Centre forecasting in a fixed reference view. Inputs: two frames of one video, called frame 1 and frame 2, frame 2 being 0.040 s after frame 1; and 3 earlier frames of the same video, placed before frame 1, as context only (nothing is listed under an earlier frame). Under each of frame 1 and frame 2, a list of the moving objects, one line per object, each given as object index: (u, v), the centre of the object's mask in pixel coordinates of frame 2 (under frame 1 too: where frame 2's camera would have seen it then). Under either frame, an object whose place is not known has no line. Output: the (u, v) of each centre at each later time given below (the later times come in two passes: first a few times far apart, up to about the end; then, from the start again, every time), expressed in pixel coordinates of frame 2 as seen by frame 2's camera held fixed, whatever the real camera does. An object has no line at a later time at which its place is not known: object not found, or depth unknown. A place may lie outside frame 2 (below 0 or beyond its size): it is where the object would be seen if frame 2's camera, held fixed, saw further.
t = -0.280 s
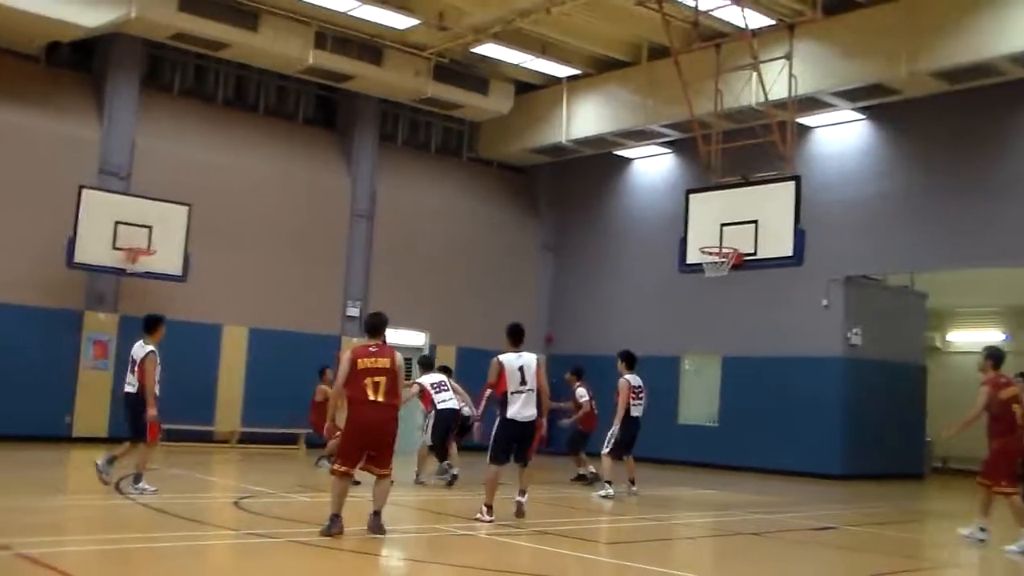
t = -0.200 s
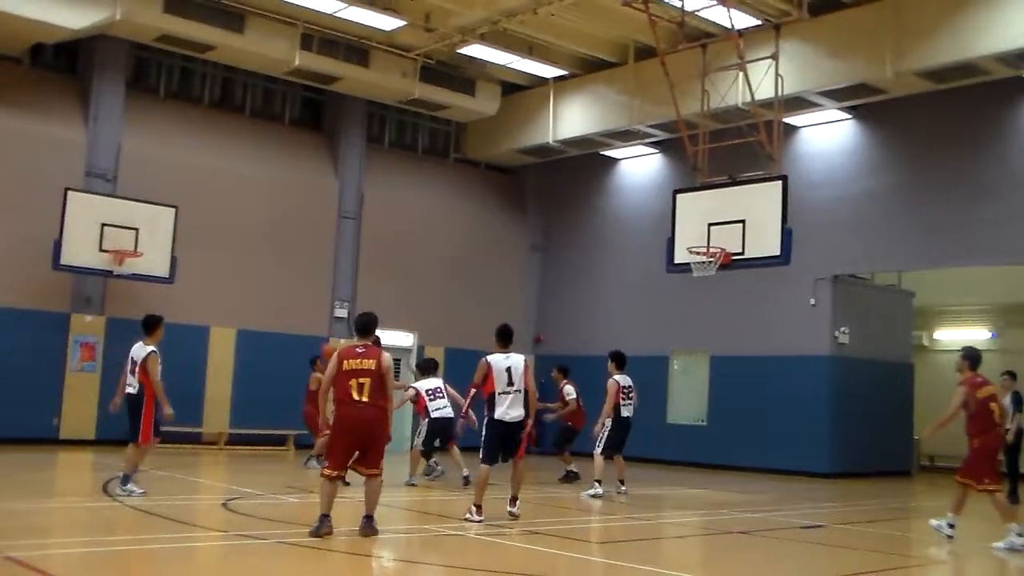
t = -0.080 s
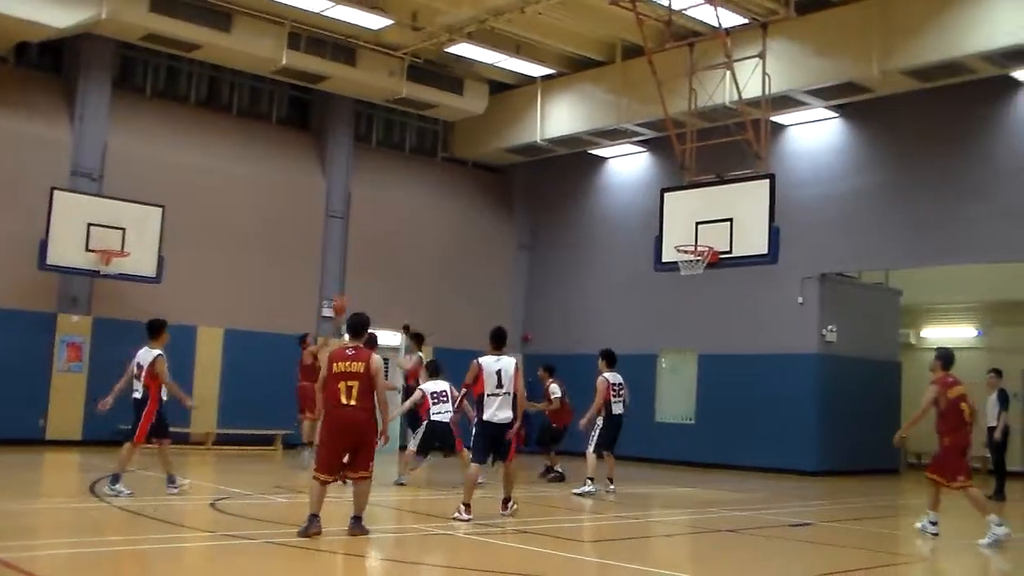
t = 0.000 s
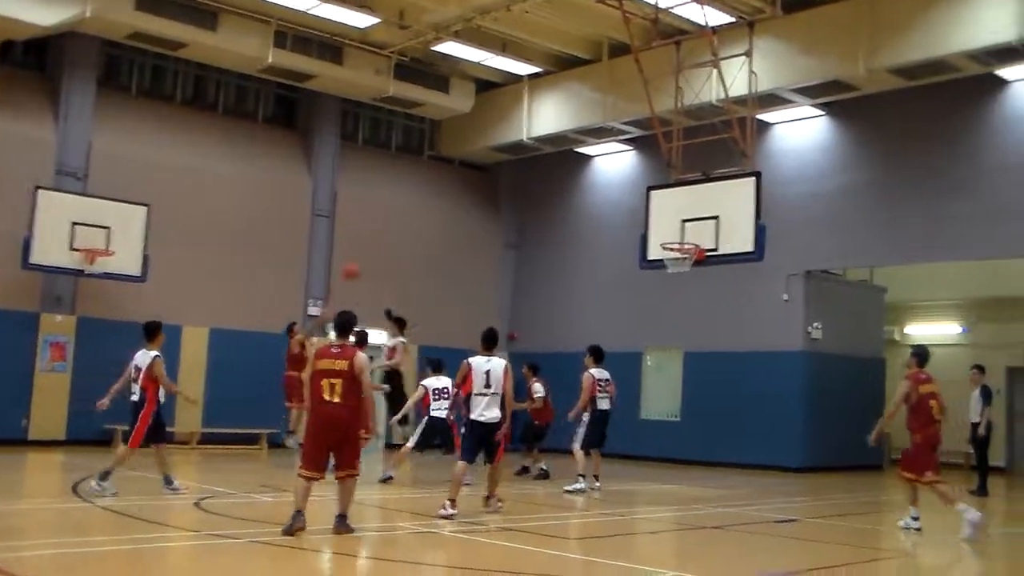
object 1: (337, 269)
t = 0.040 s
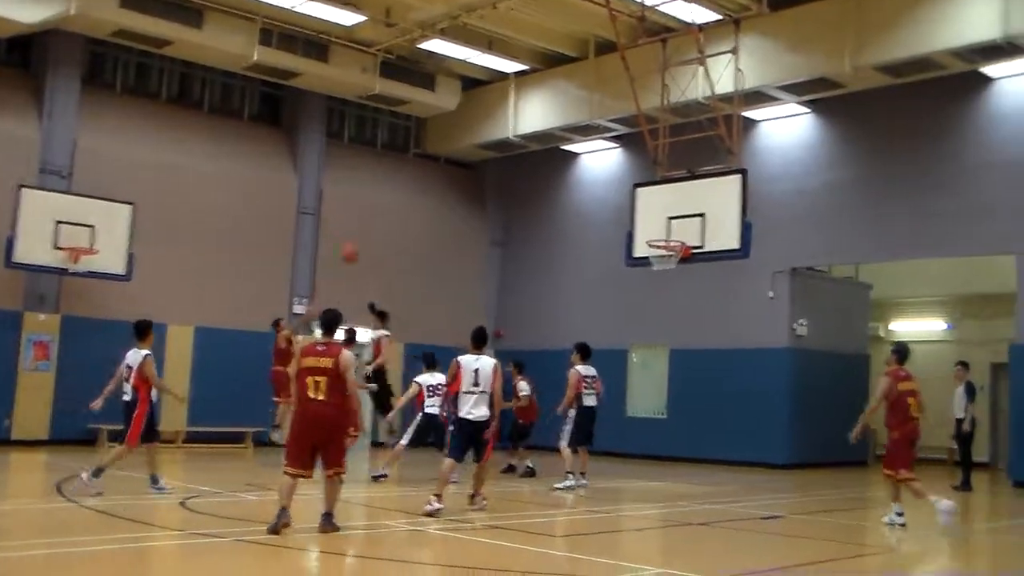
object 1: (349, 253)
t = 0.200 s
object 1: (400, 202)
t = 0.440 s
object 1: (478, 157)
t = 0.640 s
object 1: (538, 147)
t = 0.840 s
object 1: (602, 169)
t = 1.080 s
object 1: (588, 207)
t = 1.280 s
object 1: (541, 253)
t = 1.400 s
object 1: (514, 293)
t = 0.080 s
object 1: (362, 240)
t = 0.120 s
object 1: (374, 226)
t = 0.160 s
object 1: (388, 214)
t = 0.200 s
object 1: (400, 202)
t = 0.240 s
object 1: (413, 191)
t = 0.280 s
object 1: (426, 182)
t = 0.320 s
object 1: (439, 173)
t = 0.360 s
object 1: (452, 167)
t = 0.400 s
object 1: (465, 161)
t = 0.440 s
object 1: (478, 157)
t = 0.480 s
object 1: (490, 153)
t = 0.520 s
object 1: (502, 149)
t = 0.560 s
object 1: (514, 148)
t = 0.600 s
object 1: (526, 147)
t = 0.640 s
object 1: (538, 147)
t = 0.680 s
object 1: (550, 149)
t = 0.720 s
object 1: (565, 154)
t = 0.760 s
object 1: (576, 159)
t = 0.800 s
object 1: (590, 163)
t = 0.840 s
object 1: (602, 169)
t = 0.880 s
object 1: (615, 177)
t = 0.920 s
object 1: (625, 186)
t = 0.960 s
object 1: (617, 189)
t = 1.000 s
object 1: (607, 193)
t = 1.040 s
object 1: (597, 200)
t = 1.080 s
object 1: (588, 207)
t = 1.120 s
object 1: (578, 214)
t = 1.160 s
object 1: (568, 221)
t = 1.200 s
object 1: (560, 231)
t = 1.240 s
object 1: (550, 241)
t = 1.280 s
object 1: (541, 253)
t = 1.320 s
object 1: (532, 265)
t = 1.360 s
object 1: (522, 279)
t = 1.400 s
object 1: (514, 293)
